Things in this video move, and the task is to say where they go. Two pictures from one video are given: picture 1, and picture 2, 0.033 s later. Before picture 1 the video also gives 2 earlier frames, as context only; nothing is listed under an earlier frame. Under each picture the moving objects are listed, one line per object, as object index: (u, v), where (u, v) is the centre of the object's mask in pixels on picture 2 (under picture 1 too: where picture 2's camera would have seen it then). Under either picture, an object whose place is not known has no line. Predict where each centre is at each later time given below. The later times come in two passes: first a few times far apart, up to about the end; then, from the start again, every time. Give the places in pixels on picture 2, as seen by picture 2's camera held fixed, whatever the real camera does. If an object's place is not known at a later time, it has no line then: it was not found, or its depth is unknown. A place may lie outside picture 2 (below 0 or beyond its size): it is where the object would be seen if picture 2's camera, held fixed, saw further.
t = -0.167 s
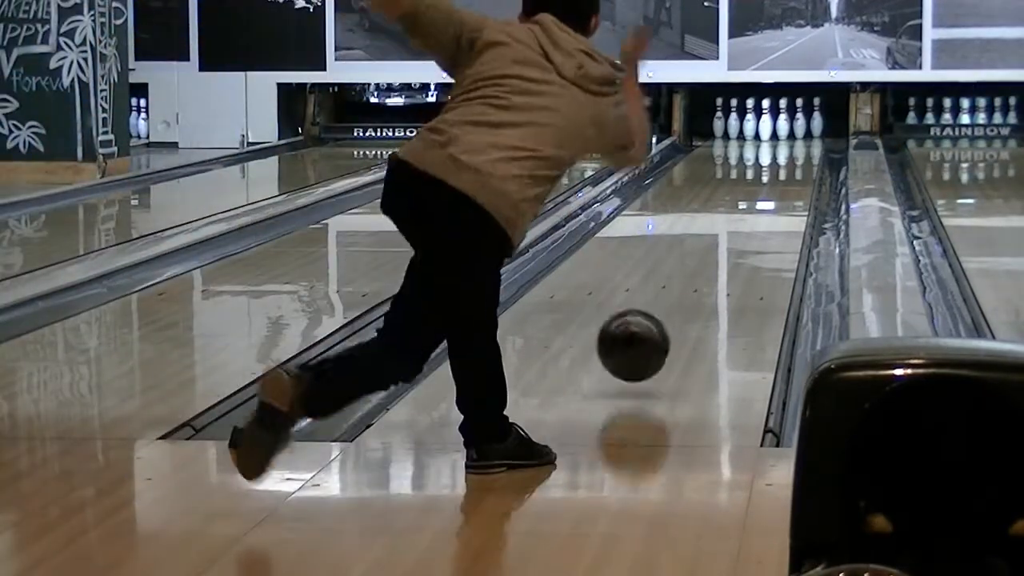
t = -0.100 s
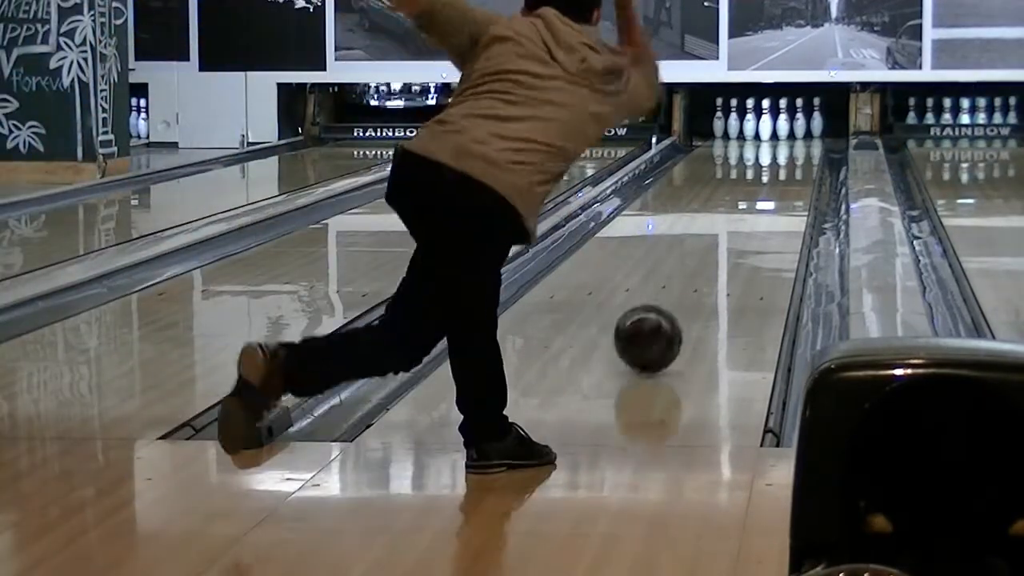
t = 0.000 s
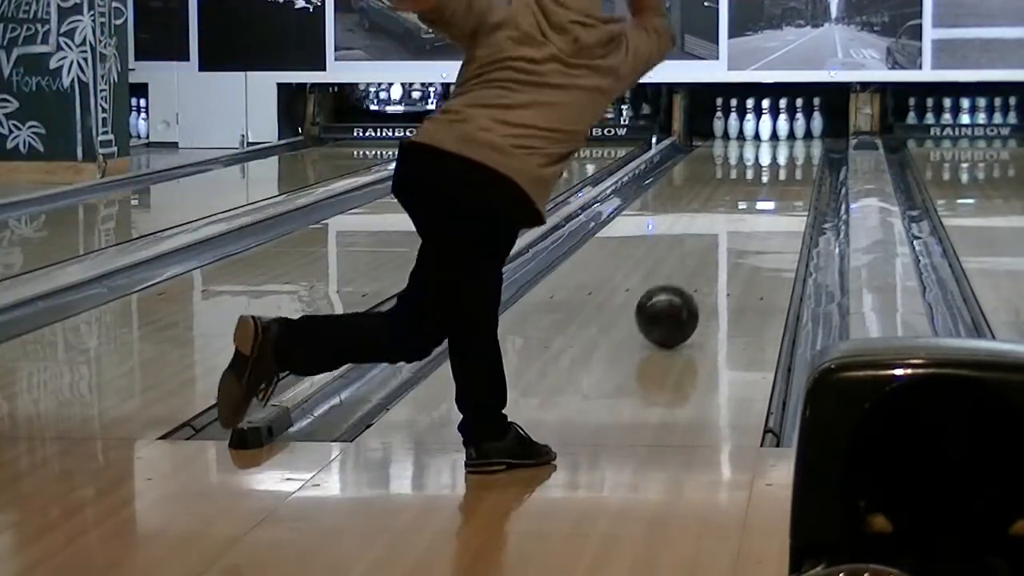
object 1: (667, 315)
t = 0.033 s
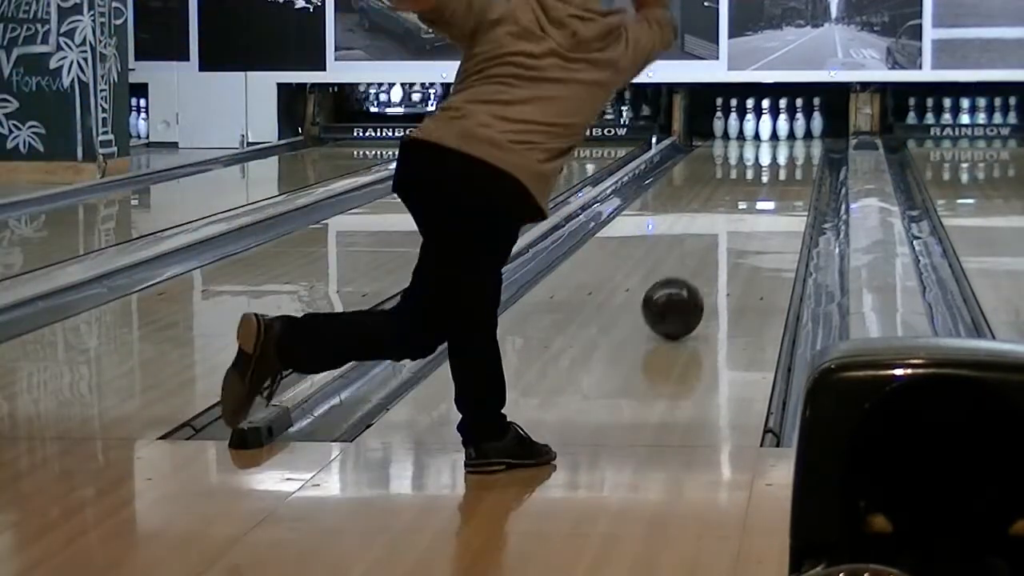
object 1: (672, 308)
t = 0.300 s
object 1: (709, 262)
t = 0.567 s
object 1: (734, 229)
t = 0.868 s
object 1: (754, 202)
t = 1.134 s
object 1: (766, 182)
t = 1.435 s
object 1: (776, 164)
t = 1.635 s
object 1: (780, 155)
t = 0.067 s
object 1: (678, 301)
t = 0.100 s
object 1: (683, 295)
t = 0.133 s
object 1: (688, 289)
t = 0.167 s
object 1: (693, 283)
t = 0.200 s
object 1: (697, 277)
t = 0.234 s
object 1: (701, 272)
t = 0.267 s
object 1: (705, 267)
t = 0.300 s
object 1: (709, 262)
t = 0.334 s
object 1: (713, 257)
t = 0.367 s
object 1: (716, 253)
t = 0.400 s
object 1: (719, 248)
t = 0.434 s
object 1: (723, 244)
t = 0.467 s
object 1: (726, 240)
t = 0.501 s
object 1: (729, 236)
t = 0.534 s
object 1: (731, 232)
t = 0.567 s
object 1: (734, 229)
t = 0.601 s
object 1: (736, 225)
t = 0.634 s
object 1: (739, 222)
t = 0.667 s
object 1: (741, 218)
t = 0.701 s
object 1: (743, 215)
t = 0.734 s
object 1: (746, 212)
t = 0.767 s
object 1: (748, 209)
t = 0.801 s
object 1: (750, 206)
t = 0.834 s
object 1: (752, 204)
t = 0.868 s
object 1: (754, 202)
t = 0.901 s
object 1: (755, 198)
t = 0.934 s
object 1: (757, 196)
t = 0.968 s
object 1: (758, 194)
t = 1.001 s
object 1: (760, 191)
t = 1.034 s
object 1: (762, 188)
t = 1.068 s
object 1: (763, 186)
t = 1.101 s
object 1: (765, 184)
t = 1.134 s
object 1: (766, 182)
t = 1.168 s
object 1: (767, 180)
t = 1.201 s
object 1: (769, 177)
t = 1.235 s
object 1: (770, 176)
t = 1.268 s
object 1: (770, 174)
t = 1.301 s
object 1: (772, 172)
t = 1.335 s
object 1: (773, 170)
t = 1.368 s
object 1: (774, 168)
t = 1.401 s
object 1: (775, 166)
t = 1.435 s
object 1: (776, 164)
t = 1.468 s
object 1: (777, 163)
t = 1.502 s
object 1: (778, 161)
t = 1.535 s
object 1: (778, 160)
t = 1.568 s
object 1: (779, 158)
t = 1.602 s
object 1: (779, 157)
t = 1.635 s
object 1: (780, 155)
